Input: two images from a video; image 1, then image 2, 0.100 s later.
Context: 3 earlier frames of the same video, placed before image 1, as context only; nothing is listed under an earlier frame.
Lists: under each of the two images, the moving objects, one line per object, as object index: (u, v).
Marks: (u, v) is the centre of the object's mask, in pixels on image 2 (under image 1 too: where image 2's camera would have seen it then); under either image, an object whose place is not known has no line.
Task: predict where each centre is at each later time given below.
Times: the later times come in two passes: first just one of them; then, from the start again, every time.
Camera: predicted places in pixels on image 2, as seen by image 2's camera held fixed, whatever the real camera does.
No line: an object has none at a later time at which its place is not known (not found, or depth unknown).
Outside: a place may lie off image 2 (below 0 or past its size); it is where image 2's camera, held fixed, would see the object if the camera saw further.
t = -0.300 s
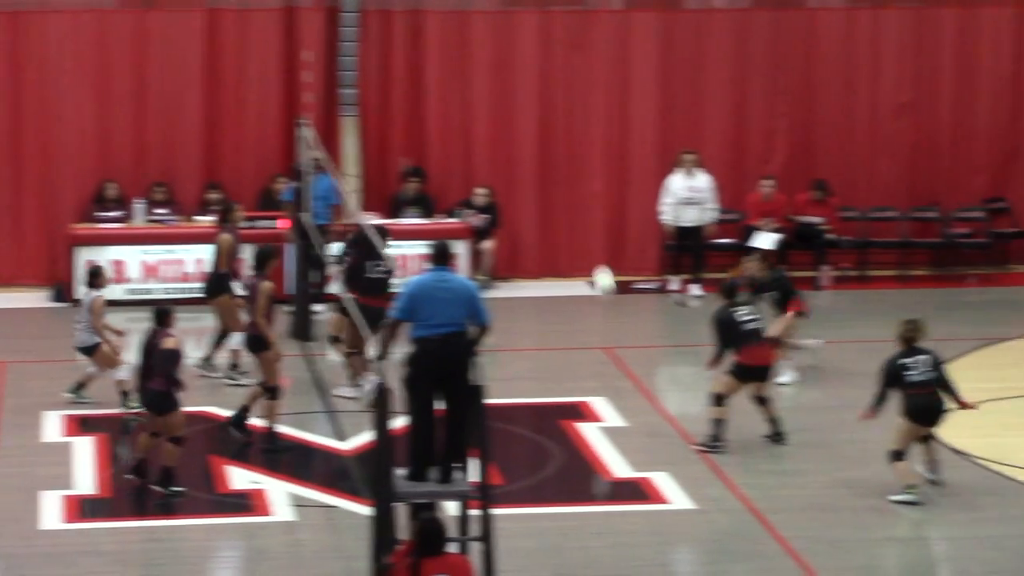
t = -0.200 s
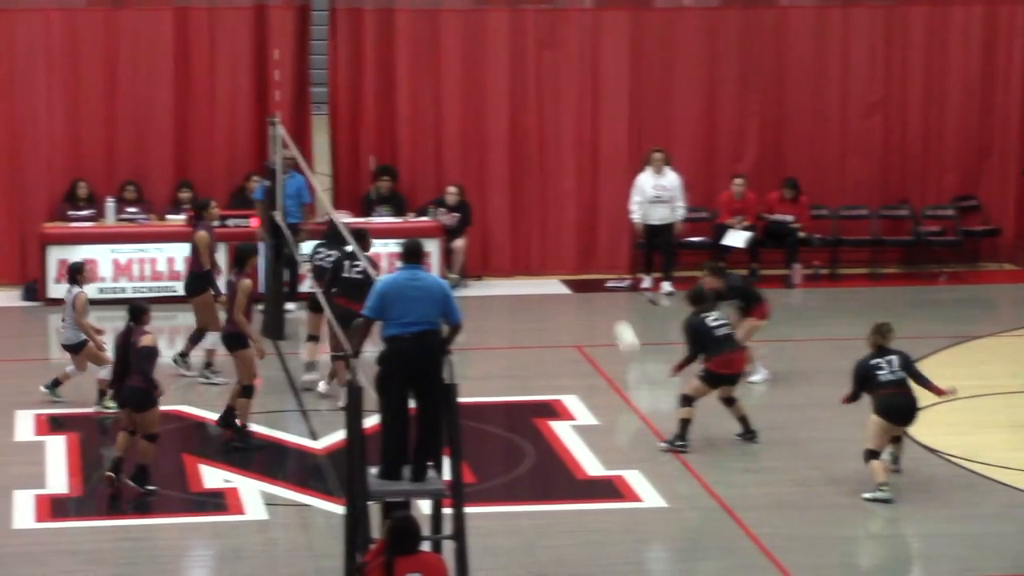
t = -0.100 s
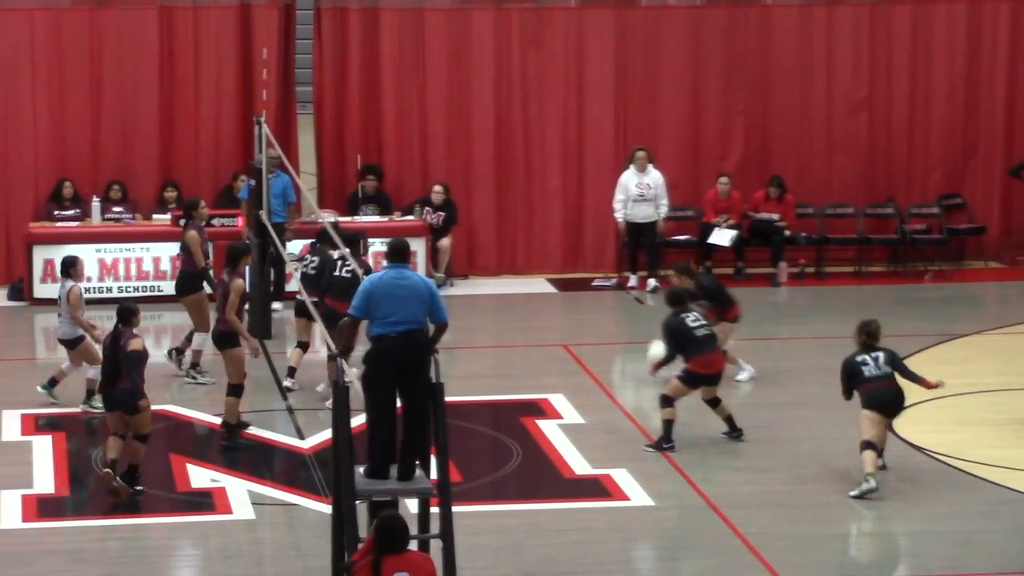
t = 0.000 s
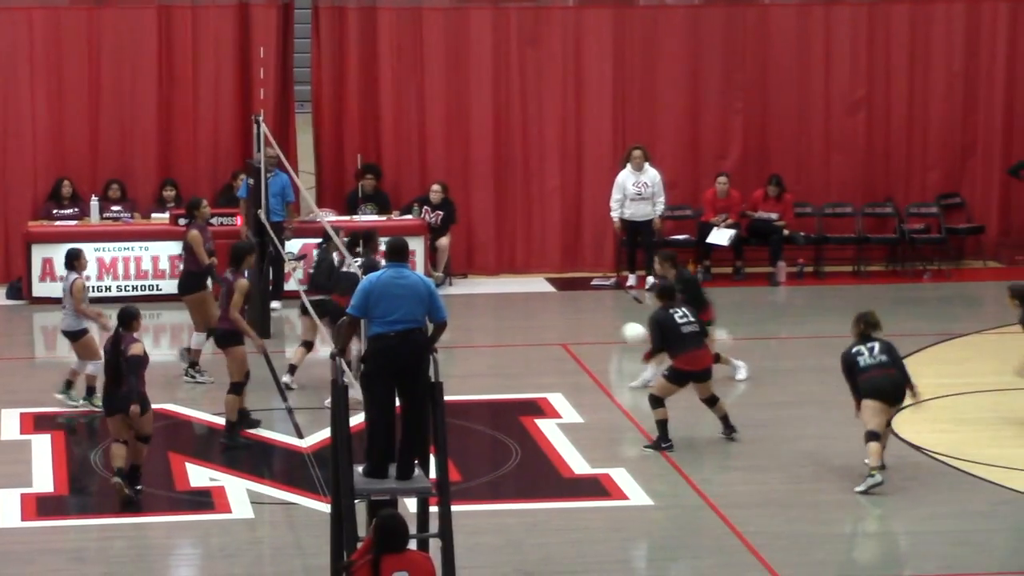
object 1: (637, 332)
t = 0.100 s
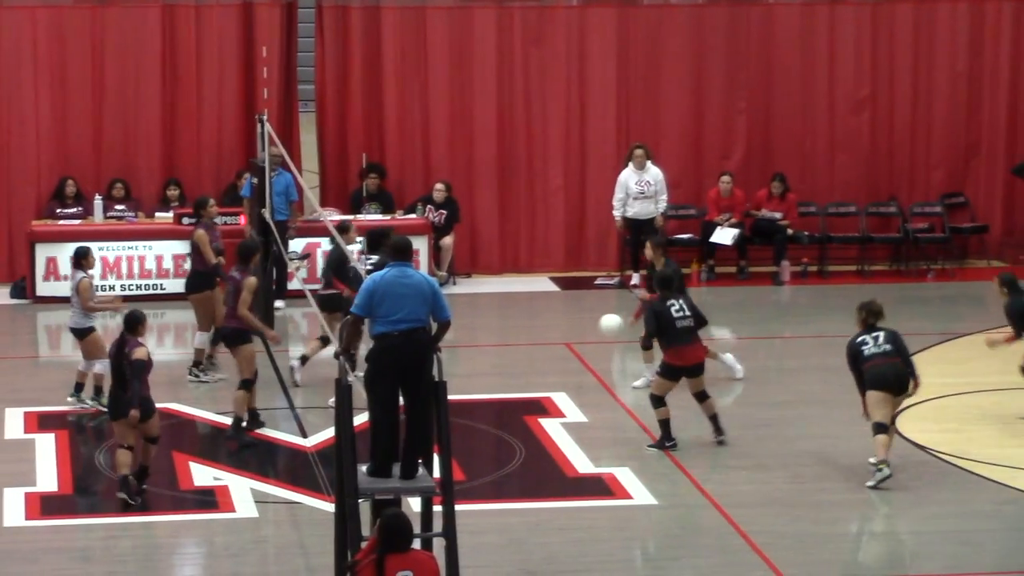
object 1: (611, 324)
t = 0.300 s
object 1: (559, 336)
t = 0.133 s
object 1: (603, 324)
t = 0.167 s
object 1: (594, 323)
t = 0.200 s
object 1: (584, 325)
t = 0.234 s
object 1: (576, 328)
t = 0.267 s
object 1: (567, 332)
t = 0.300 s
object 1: (559, 336)
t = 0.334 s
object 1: (550, 342)
